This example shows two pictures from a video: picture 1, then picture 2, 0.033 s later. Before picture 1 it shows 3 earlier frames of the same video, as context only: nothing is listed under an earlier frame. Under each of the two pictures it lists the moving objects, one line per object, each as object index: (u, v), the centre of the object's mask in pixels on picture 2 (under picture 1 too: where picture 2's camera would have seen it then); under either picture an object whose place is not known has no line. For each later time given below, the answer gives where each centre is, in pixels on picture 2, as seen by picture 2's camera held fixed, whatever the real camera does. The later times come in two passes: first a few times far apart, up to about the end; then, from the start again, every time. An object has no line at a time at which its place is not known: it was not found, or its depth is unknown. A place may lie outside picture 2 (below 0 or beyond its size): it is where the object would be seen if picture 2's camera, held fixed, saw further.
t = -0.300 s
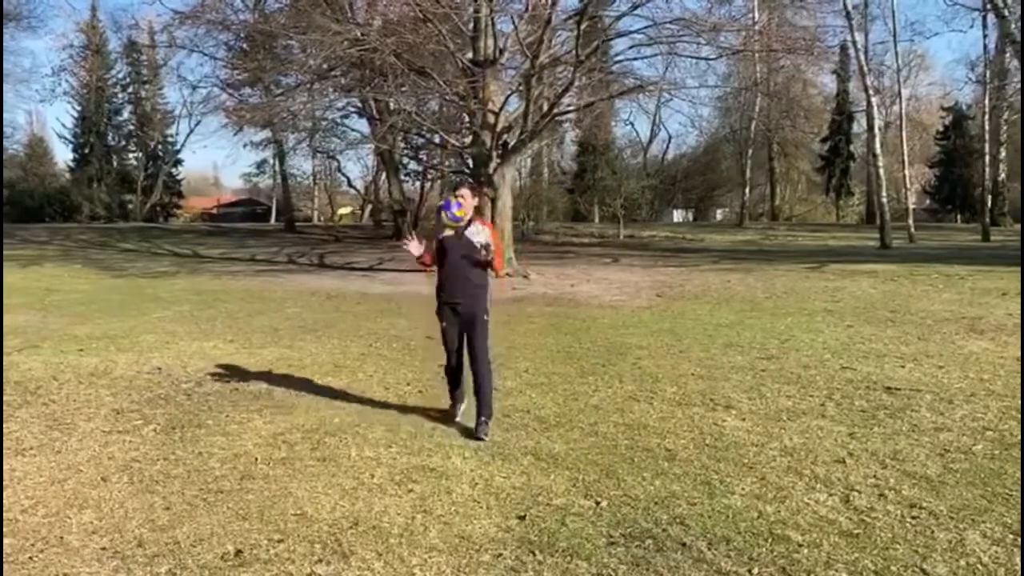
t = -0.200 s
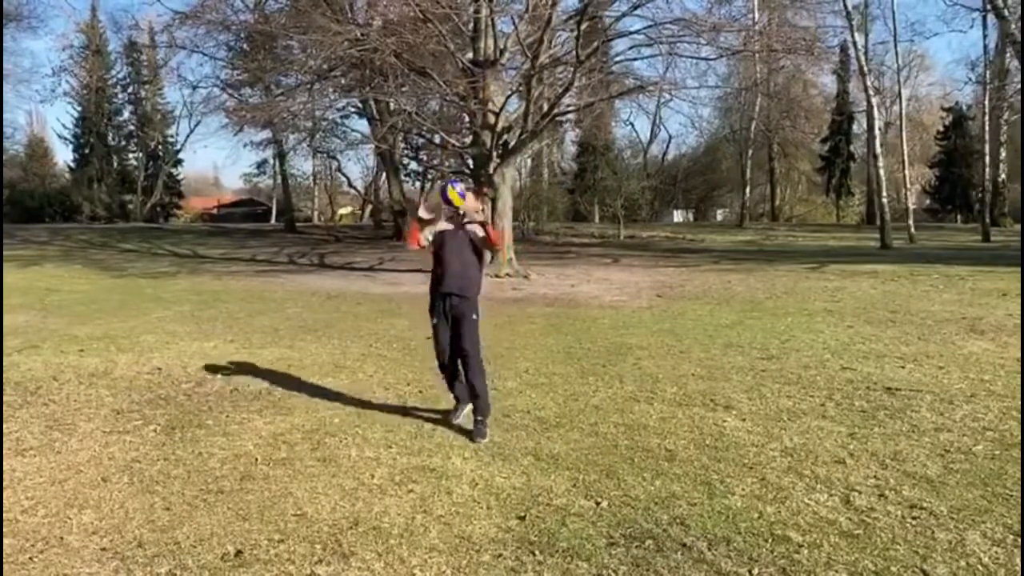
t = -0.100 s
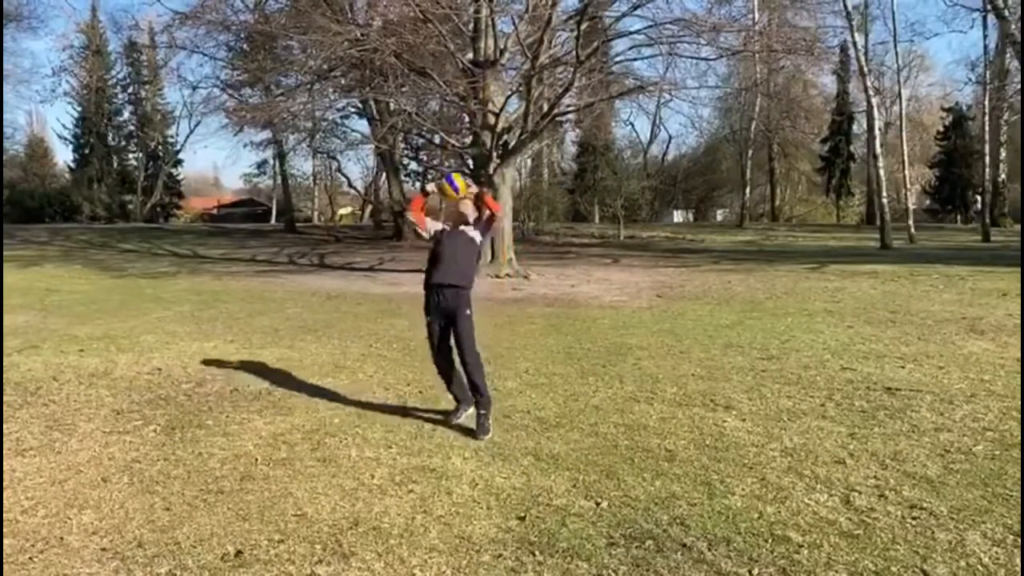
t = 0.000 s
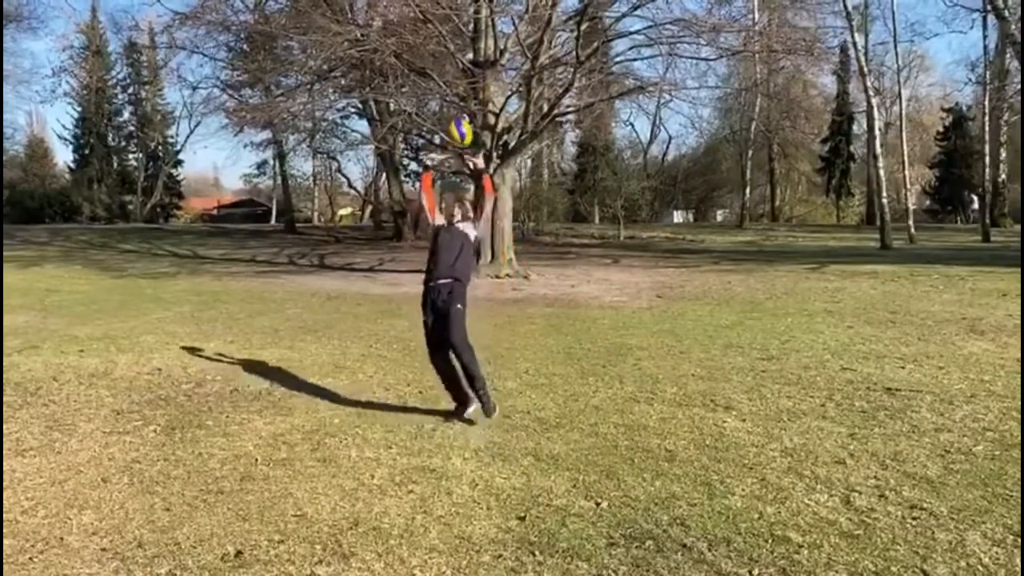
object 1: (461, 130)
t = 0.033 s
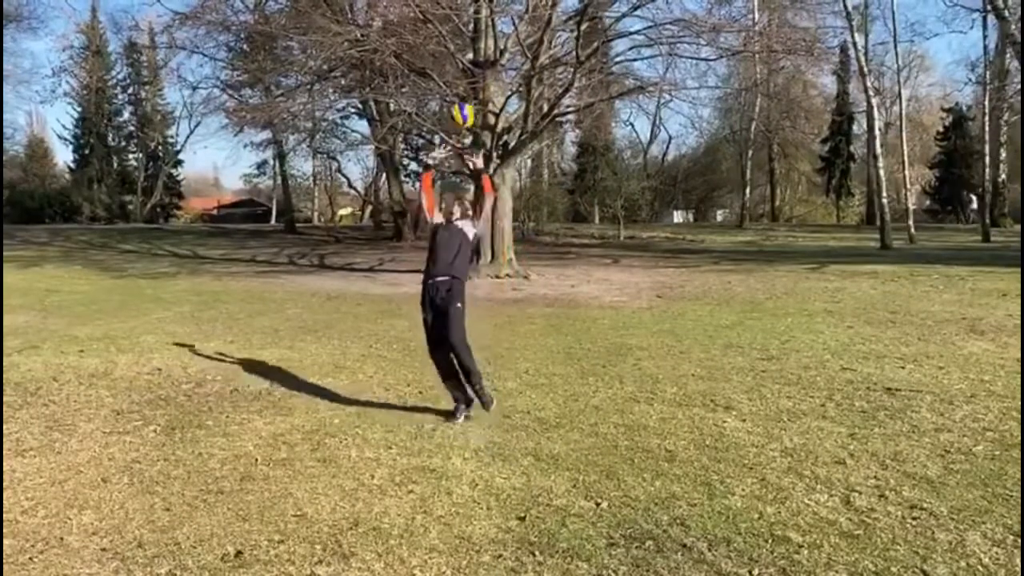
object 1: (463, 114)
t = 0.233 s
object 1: (476, 46)
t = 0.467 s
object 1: (486, 33)
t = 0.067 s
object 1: (466, 99)
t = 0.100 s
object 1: (467, 86)
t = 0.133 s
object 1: (470, 73)
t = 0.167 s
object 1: (472, 63)
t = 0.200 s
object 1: (474, 53)
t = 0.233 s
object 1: (476, 46)
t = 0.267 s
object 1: (477, 40)
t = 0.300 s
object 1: (478, 35)
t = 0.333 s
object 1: (480, 32)
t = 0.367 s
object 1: (482, 30)
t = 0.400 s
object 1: (483, 30)
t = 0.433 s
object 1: (484, 30)
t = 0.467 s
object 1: (486, 33)
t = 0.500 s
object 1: (489, 36)
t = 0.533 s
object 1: (490, 42)
